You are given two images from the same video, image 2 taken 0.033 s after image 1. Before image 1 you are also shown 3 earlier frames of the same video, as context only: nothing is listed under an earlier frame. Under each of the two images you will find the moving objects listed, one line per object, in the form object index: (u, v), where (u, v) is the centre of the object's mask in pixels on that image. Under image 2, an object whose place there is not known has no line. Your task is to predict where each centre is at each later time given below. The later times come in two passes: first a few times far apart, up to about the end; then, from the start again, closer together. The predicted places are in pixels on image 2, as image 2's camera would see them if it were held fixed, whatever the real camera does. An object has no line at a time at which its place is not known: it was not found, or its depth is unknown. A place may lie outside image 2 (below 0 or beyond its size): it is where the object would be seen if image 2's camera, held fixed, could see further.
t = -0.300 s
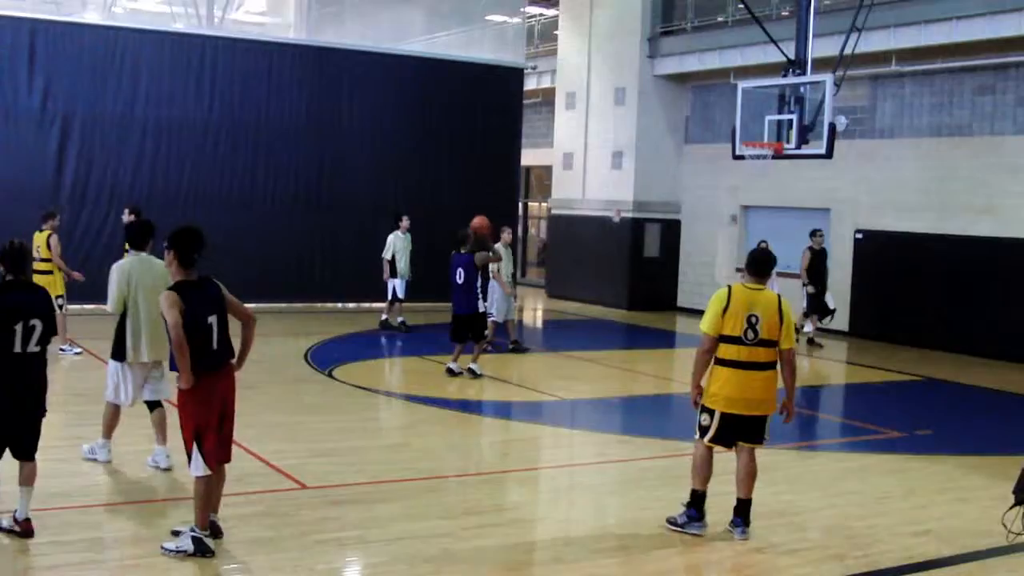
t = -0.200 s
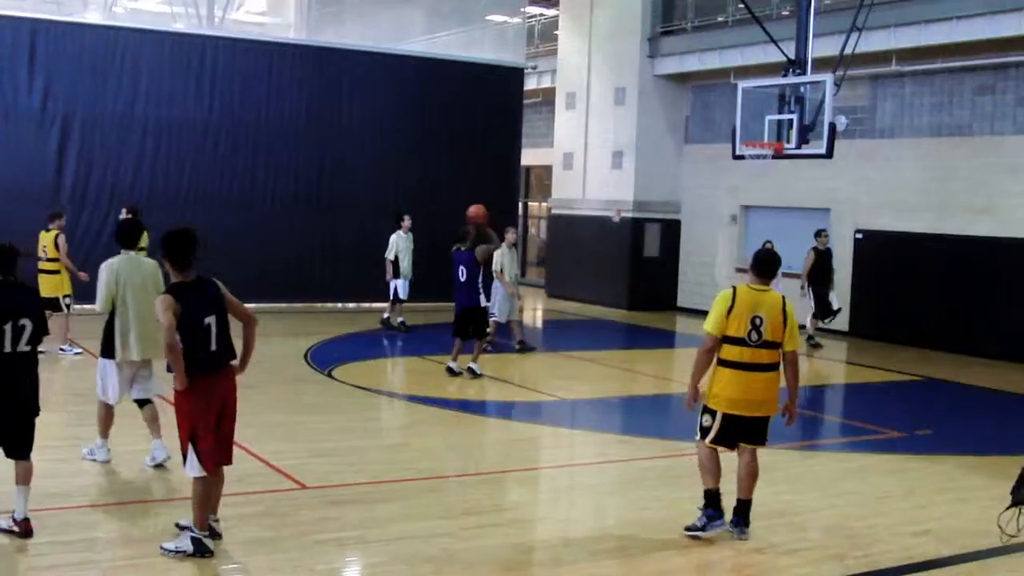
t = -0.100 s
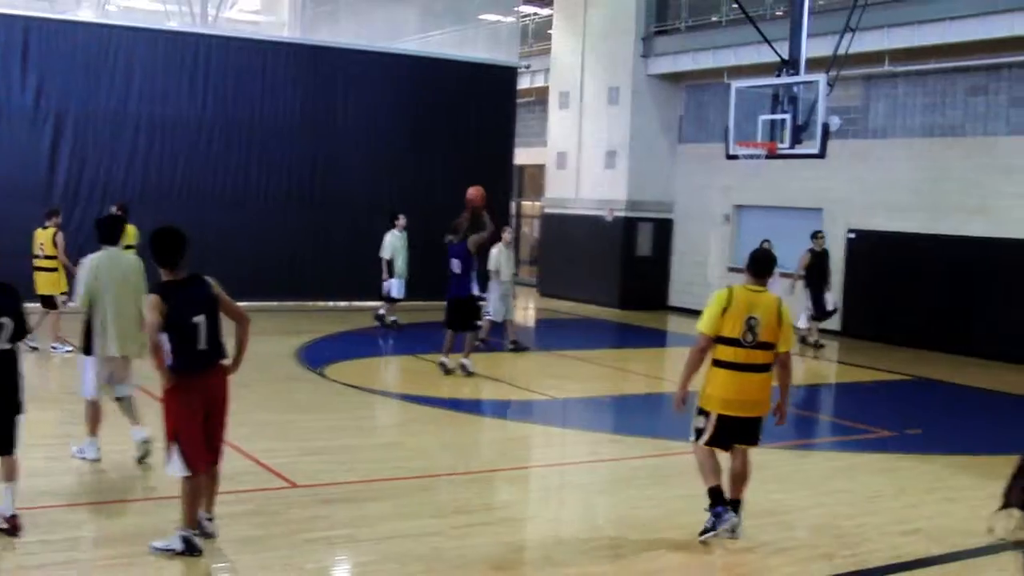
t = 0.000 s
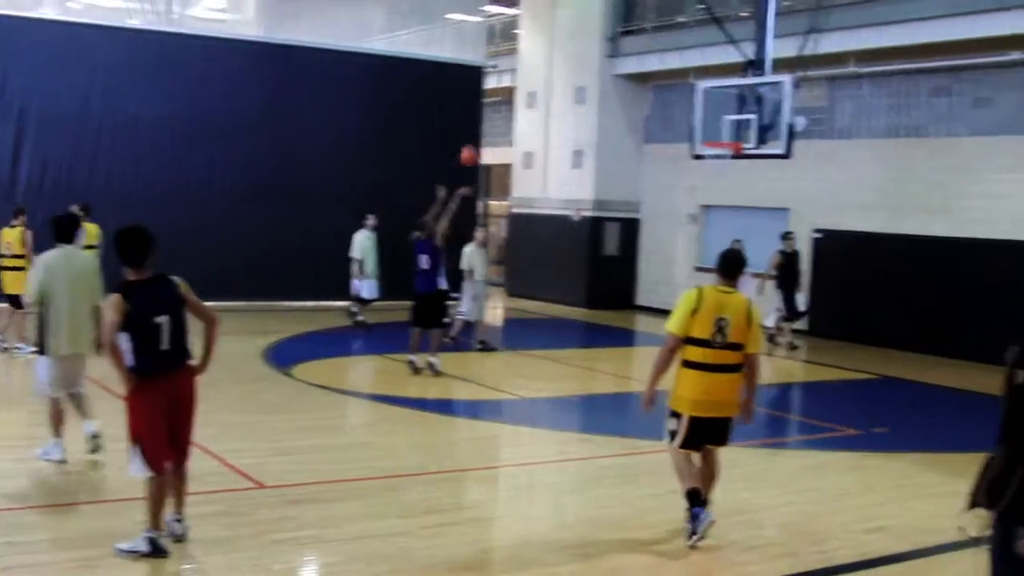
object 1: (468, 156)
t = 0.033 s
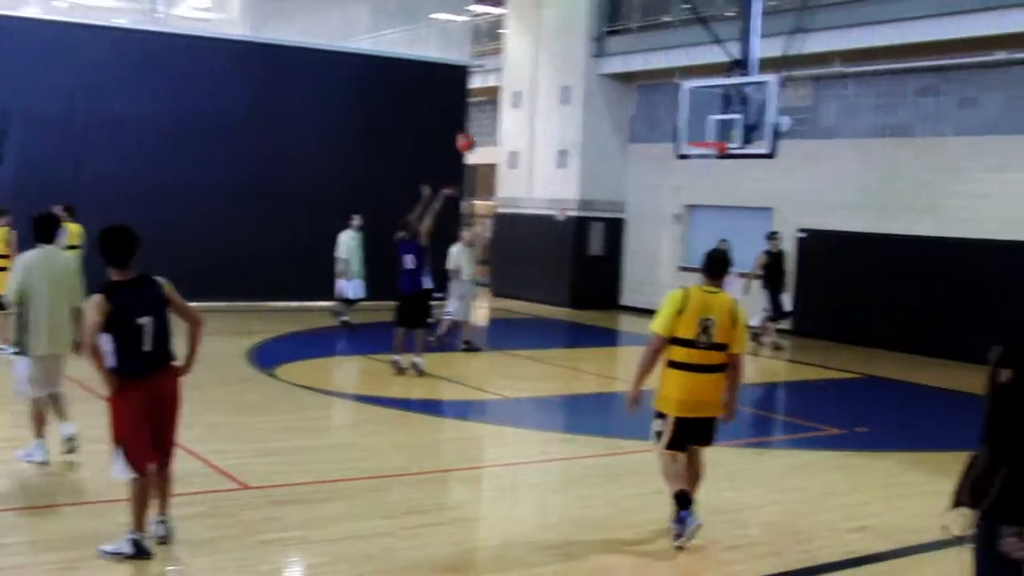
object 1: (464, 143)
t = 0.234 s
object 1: (527, 88)
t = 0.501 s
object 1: (598, 65)
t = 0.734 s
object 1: (654, 84)
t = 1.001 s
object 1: (695, 146)
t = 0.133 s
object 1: (495, 110)
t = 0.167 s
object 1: (506, 101)
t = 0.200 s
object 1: (517, 94)
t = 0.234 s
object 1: (527, 88)
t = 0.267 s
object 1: (537, 81)
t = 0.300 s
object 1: (546, 76)
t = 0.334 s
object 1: (555, 72)
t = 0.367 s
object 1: (564, 68)
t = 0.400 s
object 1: (573, 66)
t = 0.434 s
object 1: (582, 64)
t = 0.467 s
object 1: (590, 64)
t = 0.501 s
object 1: (598, 65)
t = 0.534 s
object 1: (606, 64)
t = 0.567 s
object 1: (615, 66)
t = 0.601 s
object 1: (623, 67)
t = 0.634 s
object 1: (631, 72)
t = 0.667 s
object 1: (638, 75)
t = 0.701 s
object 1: (646, 79)
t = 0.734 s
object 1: (654, 84)
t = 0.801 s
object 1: (668, 97)
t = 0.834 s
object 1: (672, 107)
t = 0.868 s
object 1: (678, 116)
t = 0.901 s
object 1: (684, 125)
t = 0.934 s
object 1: (690, 134)
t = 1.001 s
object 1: (695, 146)
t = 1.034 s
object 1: (695, 152)
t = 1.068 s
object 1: (695, 156)
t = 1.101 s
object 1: (694, 157)
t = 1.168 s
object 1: (693, 162)
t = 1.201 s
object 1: (692, 163)
